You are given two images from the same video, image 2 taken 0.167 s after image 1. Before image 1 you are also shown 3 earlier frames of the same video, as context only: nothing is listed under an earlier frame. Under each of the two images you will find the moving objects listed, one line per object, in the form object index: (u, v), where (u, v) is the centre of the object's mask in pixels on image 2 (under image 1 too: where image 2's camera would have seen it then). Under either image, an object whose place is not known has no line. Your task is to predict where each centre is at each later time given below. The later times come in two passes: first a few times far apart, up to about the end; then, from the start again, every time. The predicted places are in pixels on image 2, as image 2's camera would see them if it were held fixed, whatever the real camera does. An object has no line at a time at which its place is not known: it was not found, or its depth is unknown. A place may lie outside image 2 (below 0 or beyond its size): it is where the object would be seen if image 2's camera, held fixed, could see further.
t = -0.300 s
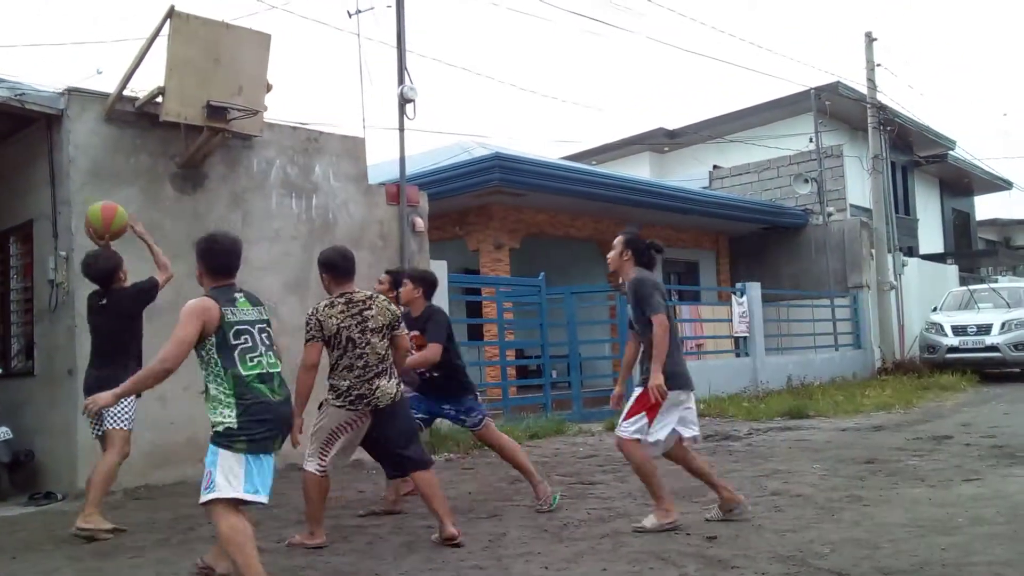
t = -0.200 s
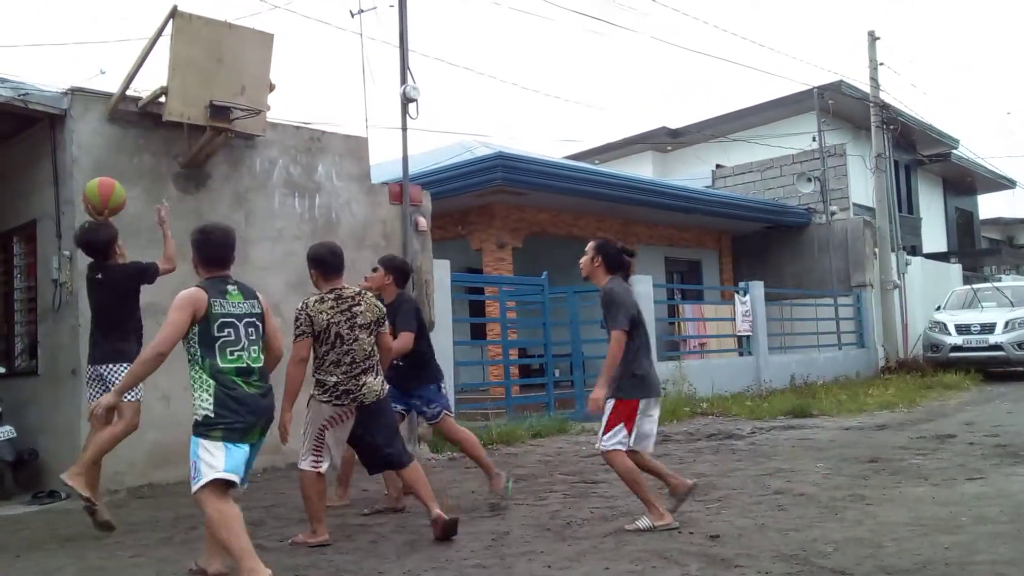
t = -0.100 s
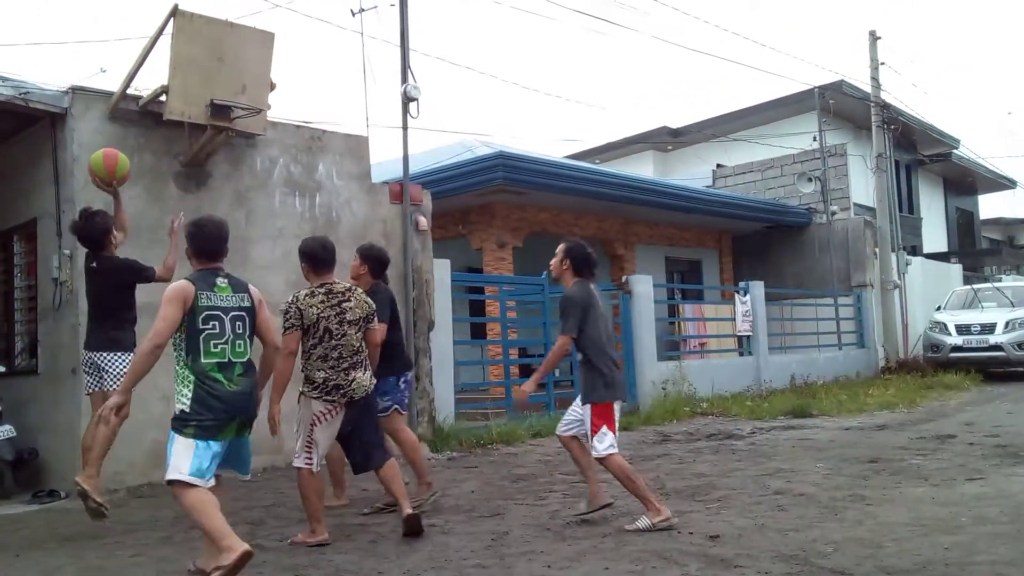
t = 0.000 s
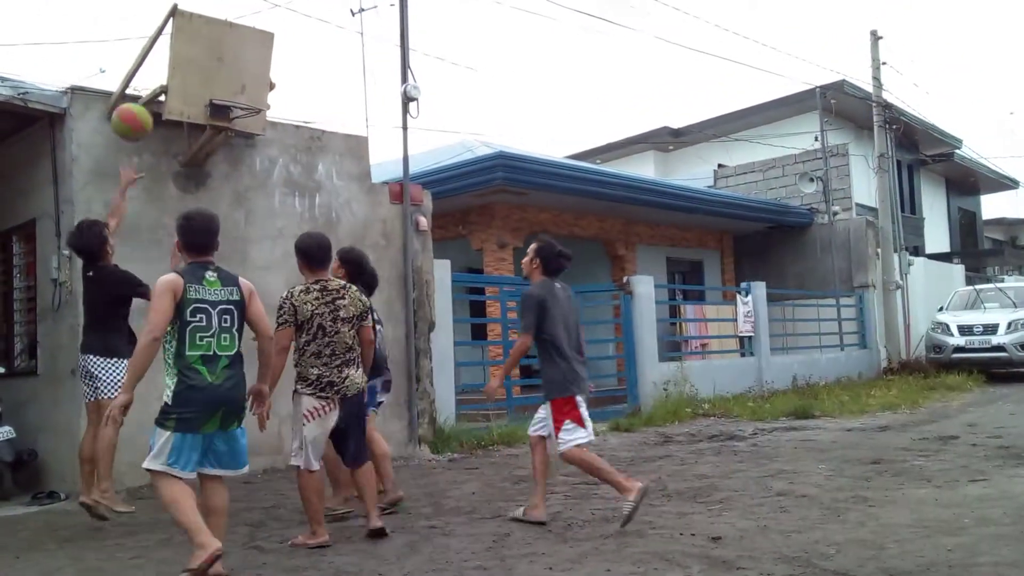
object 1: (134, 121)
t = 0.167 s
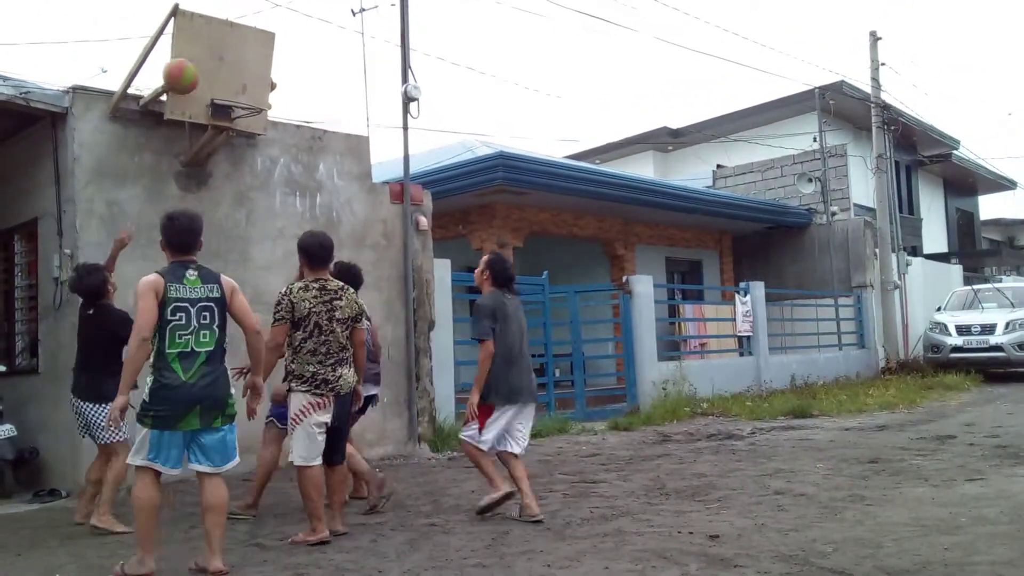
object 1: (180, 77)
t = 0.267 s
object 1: (207, 72)
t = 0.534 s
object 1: (237, 94)
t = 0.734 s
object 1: (232, 125)
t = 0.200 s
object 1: (188, 73)
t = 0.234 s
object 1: (197, 72)
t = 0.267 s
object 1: (207, 72)
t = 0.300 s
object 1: (218, 75)
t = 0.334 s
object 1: (227, 78)
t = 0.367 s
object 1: (238, 85)
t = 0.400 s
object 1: (248, 90)
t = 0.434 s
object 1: (253, 95)
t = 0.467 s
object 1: (247, 94)
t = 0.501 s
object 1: (242, 94)
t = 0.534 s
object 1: (237, 94)
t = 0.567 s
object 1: (233, 97)
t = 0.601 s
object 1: (231, 101)
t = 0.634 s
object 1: (228, 105)
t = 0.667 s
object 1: (228, 111)
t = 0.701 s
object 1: (230, 116)
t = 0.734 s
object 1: (232, 125)
